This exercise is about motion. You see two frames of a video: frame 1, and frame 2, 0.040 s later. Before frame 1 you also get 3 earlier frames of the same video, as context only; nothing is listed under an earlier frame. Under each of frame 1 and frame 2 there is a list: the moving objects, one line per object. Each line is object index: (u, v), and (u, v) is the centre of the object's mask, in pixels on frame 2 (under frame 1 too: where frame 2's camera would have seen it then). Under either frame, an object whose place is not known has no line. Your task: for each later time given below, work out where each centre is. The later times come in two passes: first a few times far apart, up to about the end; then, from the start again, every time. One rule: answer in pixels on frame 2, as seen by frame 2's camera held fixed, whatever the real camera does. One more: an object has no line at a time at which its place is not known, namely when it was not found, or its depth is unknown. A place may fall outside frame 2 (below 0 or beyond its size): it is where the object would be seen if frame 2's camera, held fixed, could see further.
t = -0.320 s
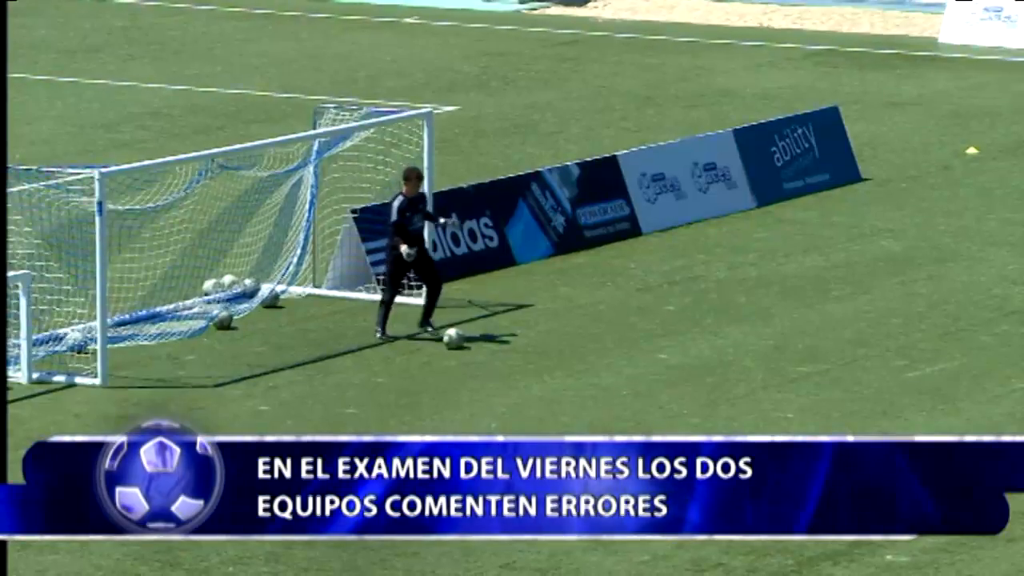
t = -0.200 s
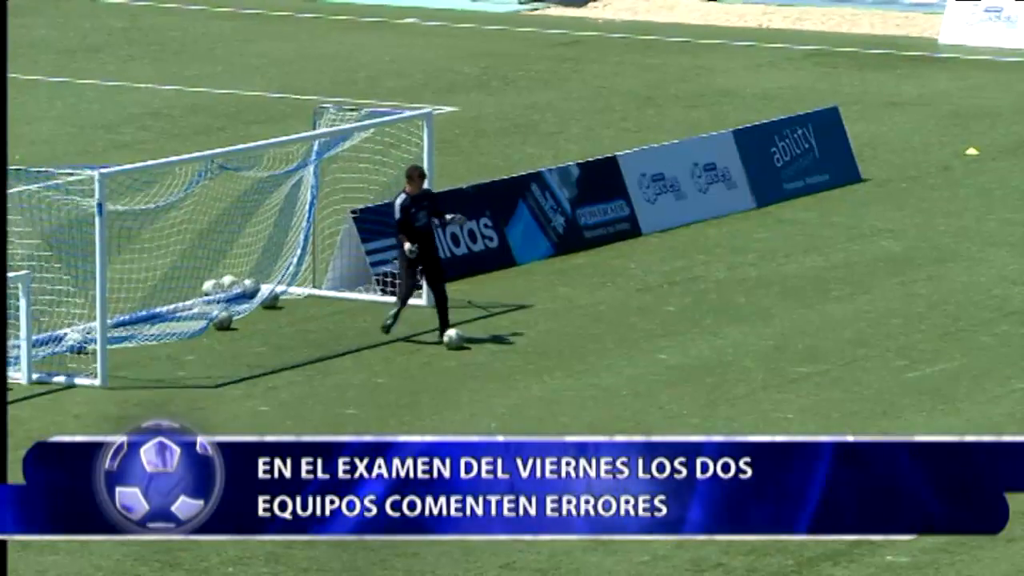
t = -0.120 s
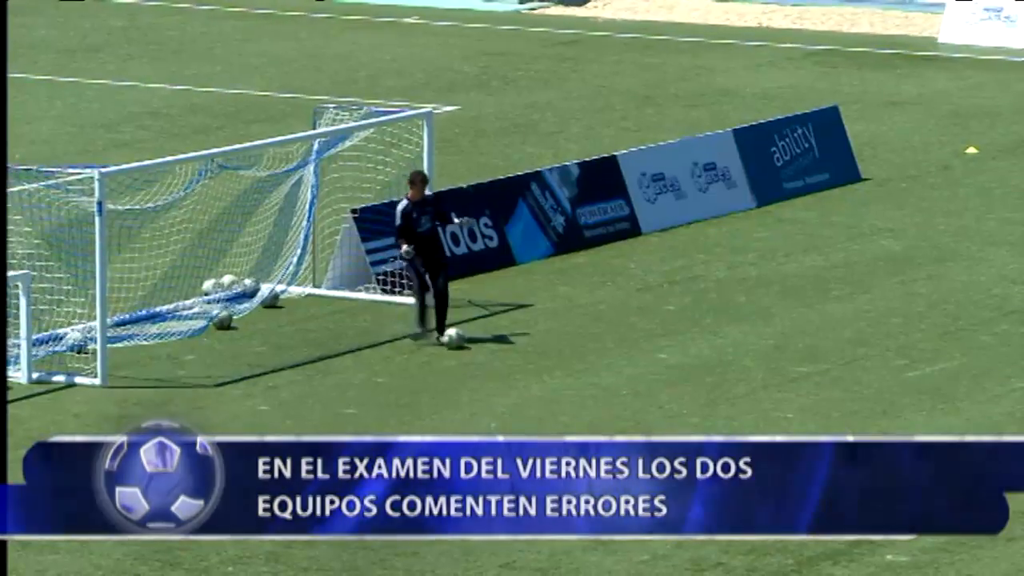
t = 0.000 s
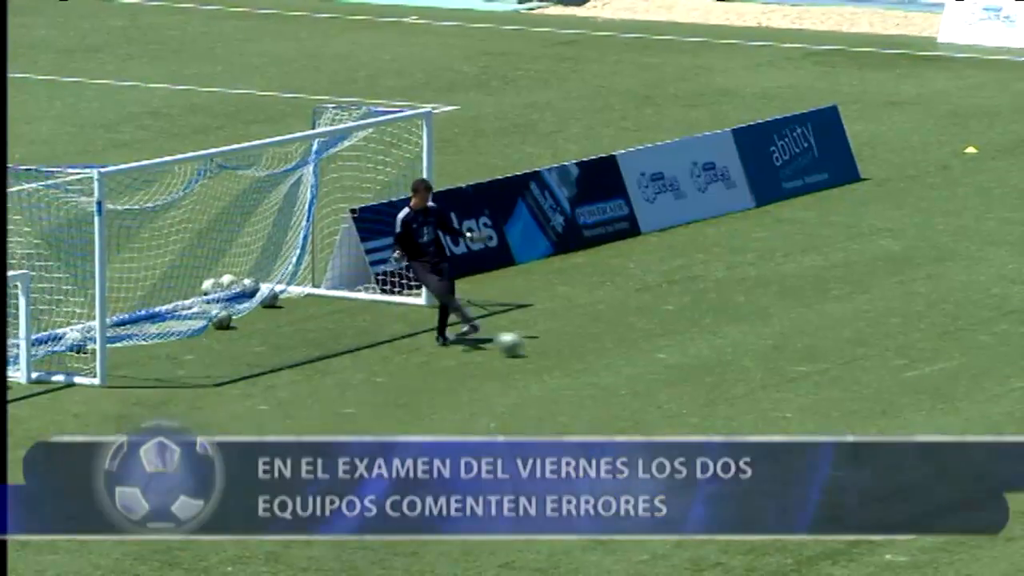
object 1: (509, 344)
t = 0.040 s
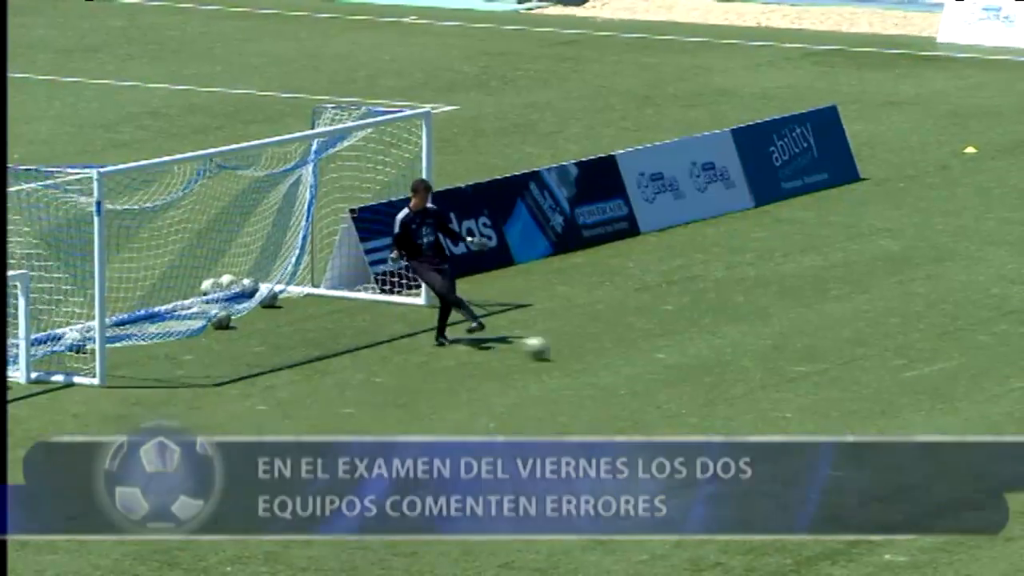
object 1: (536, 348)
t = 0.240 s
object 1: (659, 360)
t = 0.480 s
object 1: (792, 376)
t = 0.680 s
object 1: (890, 398)
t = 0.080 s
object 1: (563, 353)
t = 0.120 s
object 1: (588, 356)
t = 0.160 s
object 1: (612, 355)
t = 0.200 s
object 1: (635, 356)
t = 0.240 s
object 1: (659, 360)
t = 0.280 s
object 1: (684, 364)
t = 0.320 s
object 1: (709, 371)
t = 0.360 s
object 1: (733, 378)
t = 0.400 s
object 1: (752, 377)
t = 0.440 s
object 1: (772, 376)
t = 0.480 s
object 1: (792, 376)
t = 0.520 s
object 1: (811, 379)
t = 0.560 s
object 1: (830, 383)
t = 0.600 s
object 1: (850, 389)
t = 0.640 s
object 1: (870, 397)
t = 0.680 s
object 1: (890, 398)
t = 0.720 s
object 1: (909, 397)
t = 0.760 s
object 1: (929, 399)
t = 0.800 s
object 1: (949, 401)
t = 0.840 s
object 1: (968, 407)
